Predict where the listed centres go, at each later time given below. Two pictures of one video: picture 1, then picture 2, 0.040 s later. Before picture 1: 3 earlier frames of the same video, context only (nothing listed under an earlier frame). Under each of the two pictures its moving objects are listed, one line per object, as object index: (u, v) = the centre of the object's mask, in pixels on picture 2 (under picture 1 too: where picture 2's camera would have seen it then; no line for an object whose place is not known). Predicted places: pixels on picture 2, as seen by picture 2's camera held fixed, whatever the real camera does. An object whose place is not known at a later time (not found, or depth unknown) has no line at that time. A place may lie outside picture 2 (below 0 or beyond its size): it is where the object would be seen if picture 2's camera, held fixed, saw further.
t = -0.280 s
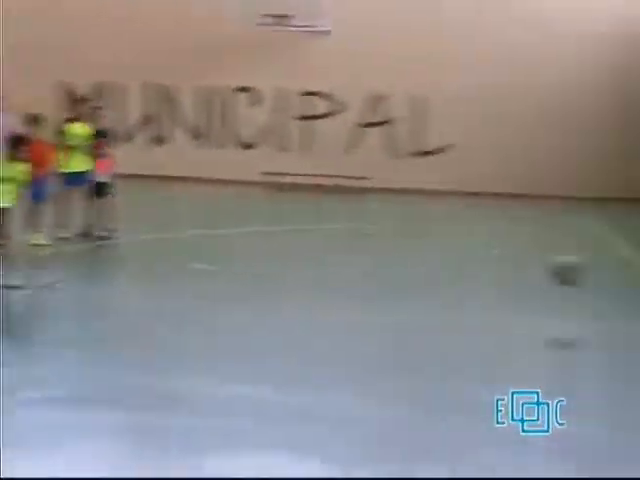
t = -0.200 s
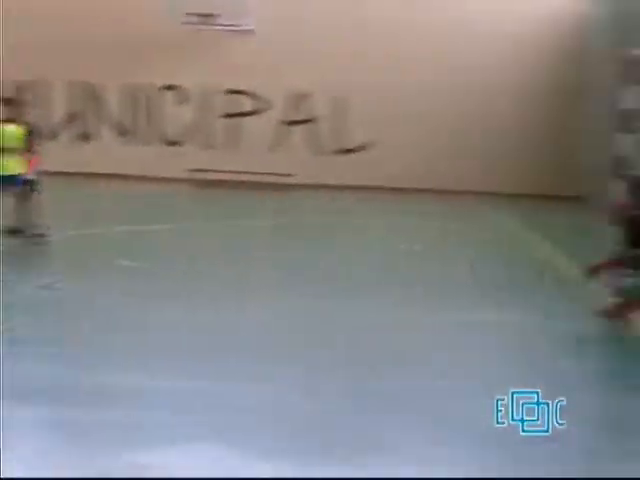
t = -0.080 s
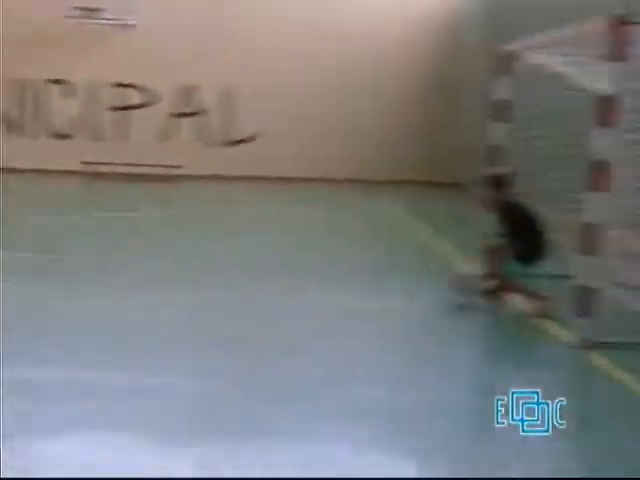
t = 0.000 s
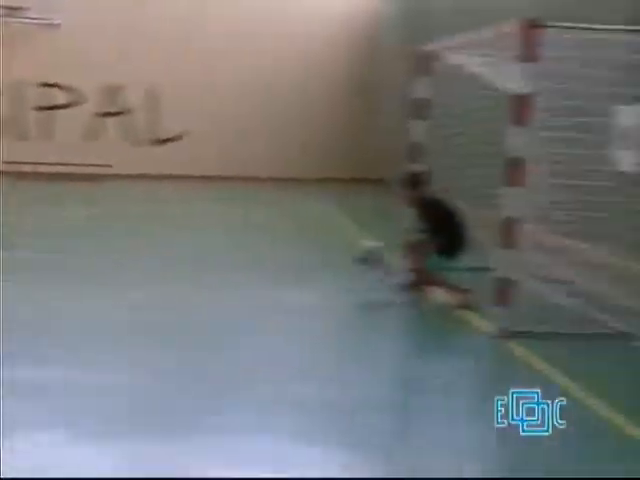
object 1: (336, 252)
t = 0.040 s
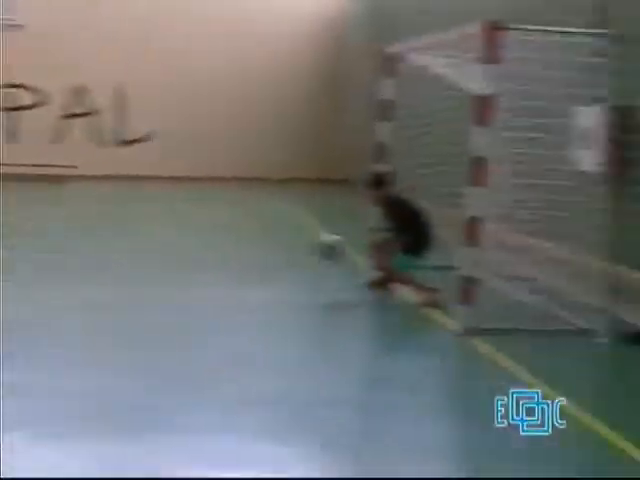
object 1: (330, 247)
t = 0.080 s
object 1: (321, 242)
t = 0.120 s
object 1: (312, 240)
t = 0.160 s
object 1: (305, 240)
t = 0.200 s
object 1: (302, 241)
